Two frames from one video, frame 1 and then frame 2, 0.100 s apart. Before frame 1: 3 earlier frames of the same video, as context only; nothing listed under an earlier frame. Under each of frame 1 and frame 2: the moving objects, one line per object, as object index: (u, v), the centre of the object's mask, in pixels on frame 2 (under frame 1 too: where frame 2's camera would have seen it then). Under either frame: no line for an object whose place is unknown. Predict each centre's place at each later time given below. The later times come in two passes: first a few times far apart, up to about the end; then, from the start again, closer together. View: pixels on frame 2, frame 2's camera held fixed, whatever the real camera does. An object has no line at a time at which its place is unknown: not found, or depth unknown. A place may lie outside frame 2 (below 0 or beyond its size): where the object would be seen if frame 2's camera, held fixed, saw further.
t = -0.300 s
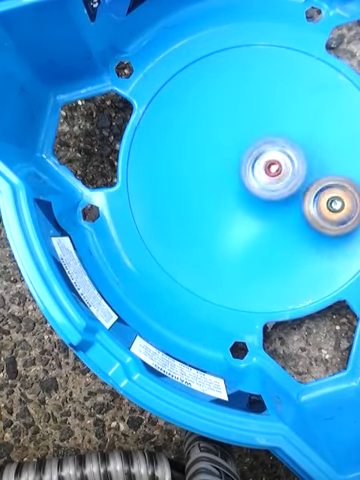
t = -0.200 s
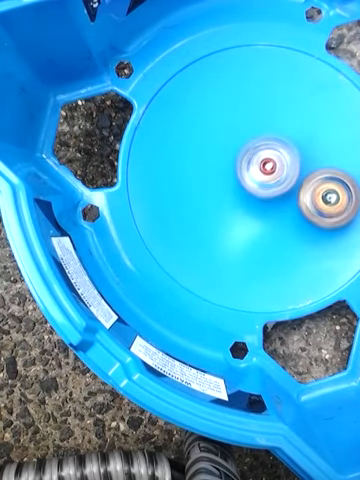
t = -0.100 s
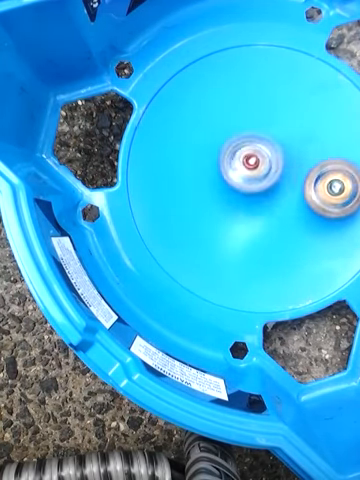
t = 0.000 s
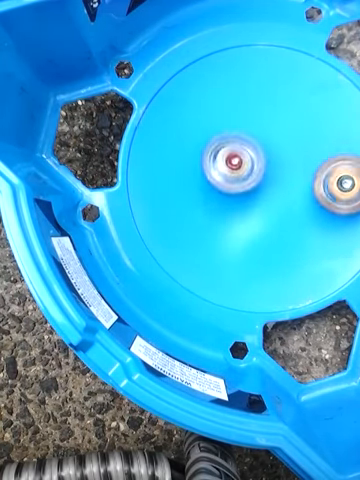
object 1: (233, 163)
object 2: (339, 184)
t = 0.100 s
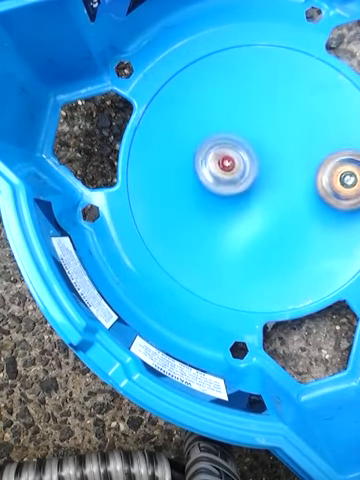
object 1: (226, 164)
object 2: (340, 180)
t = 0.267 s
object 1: (232, 163)
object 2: (328, 167)
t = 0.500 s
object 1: (227, 165)
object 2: (305, 139)
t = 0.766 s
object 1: (236, 181)
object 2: (308, 116)
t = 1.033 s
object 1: (246, 194)
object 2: (332, 142)
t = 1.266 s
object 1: (224, 199)
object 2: (303, 160)
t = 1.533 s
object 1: (216, 190)
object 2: (273, 152)
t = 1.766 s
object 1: (211, 184)
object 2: (296, 140)
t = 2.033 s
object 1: (219, 173)
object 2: (332, 160)
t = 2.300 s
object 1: (241, 180)
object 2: (349, 164)
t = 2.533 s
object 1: (268, 191)
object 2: (327, 168)
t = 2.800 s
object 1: (223, 193)
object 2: (286, 157)
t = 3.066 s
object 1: (213, 161)
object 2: (281, 147)
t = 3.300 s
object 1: (236, 137)
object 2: (308, 158)
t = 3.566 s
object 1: (258, 160)
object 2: (322, 181)
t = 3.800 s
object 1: (247, 165)
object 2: (316, 189)
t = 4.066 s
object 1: (240, 139)
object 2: (331, 190)
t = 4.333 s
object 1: (257, 147)
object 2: (320, 183)
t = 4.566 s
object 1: (240, 165)
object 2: (307, 186)
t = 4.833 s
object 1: (238, 155)
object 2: (302, 185)
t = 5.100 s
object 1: (245, 127)
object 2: (318, 186)
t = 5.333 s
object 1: (255, 146)
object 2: (296, 190)
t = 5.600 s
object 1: (249, 150)
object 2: (294, 178)
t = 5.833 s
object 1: (255, 146)
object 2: (294, 176)
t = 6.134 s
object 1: (252, 147)
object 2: (295, 175)
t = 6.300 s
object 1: (252, 147)
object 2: (295, 175)
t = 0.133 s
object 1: (225, 165)
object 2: (339, 178)
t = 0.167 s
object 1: (226, 165)
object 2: (337, 176)
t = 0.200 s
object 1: (228, 165)
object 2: (335, 174)
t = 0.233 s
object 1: (230, 164)
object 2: (332, 171)
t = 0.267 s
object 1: (232, 163)
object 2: (328, 167)
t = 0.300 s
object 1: (234, 162)
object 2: (323, 164)
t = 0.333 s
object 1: (237, 162)
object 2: (317, 161)
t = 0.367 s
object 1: (239, 161)
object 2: (310, 157)
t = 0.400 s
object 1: (237, 160)
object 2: (307, 152)
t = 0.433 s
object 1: (232, 163)
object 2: (307, 148)
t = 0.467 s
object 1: (228, 164)
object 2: (306, 144)
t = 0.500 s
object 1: (227, 165)
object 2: (305, 139)
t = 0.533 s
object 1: (228, 166)
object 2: (303, 135)
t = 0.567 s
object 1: (230, 165)
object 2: (302, 131)
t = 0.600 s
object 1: (232, 165)
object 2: (301, 128)
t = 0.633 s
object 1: (235, 166)
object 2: (301, 126)
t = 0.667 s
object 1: (239, 167)
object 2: (299, 125)
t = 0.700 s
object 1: (245, 168)
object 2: (298, 125)
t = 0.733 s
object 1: (242, 174)
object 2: (299, 122)
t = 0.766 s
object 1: (236, 181)
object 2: (308, 116)
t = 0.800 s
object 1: (232, 185)
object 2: (315, 113)
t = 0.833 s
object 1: (231, 189)
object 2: (322, 113)
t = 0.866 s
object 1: (231, 192)
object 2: (329, 113)
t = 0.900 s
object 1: (233, 193)
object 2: (333, 115)
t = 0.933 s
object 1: (235, 193)
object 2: (335, 120)
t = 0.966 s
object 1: (238, 193)
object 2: (336, 126)
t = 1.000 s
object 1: (241, 194)
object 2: (335, 135)
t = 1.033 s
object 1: (246, 194)
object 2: (332, 142)
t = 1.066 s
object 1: (250, 193)
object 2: (327, 149)
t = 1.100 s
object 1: (253, 191)
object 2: (320, 155)
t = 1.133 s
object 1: (255, 190)
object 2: (313, 160)
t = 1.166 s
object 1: (245, 195)
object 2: (312, 160)
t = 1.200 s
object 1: (238, 197)
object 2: (310, 160)
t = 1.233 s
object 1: (230, 198)
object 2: (307, 160)
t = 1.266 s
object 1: (224, 199)
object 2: (303, 160)
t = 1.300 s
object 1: (220, 200)
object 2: (300, 159)
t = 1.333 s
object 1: (217, 199)
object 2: (296, 159)
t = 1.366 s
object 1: (213, 200)
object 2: (292, 158)
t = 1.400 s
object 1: (212, 199)
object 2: (288, 157)
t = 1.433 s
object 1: (213, 197)
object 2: (284, 156)
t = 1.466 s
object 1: (212, 193)
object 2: (279, 155)
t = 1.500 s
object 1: (213, 192)
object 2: (275, 154)
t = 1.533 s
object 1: (216, 190)
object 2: (273, 152)
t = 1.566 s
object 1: (215, 187)
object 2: (272, 151)
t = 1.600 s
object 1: (211, 186)
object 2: (272, 148)
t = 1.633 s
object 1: (207, 190)
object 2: (278, 143)
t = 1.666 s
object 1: (204, 189)
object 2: (282, 142)
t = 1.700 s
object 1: (205, 188)
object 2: (286, 140)
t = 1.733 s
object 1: (208, 187)
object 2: (291, 139)
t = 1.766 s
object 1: (211, 184)
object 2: (296, 140)
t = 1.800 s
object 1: (216, 183)
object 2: (299, 142)
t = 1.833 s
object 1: (223, 181)
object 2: (302, 146)
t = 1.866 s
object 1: (227, 179)
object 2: (302, 149)
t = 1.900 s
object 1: (234, 178)
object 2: (303, 153)
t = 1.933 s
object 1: (241, 175)
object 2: (303, 159)
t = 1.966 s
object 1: (229, 175)
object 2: (314, 159)
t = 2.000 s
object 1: (223, 175)
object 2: (326, 161)
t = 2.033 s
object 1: (219, 173)
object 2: (332, 160)
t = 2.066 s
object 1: (222, 172)
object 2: (335, 161)
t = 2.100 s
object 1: (225, 172)
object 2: (338, 163)
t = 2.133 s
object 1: (228, 173)
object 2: (342, 163)
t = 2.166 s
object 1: (230, 173)
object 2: (344, 163)
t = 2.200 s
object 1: (232, 175)
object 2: (347, 163)
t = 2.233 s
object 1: (235, 177)
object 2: (348, 164)
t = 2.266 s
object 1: (237, 178)
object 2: (348, 164)
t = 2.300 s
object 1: (241, 180)
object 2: (349, 164)
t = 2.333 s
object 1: (245, 182)
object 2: (348, 166)
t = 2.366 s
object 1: (248, 184)
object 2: (347, 165)
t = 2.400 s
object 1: (256, 188)
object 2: (343, 166)
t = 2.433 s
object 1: (261, 190)
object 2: (339, 168)
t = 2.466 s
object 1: (264, 190)
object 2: (336, 168)
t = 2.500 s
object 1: (269, 192)
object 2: (332, 168)
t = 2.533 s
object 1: (268, 191)
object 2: (327, 168)
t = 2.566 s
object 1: (259, 195)
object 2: (325, 167)
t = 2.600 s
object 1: (256, 195)
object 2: (319, 165)
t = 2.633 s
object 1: (251, 196)
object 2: (312, 165)
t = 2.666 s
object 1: (249, 196)
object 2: (307, 164)
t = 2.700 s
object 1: (240, 196)
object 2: (301, 161)
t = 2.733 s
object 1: (234, 196)
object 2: (294, 160)
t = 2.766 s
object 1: (226, 195)
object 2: (291, 159)
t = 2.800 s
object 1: (223, 193)
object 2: (286, 157)
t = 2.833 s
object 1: (218, 191)
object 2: (280, 156)
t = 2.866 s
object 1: (216, 188)
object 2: (275, 155)
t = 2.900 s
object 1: (212, 183)
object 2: (270, 153)
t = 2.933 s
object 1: (210, 181)
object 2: (269, 151)
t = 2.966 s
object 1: (206, 177)
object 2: (271, 148)
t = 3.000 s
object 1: (207, 171)
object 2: (274, 147)
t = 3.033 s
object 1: (209, 166)
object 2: (277, 146)
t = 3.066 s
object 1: (213, 161)
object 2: (281, 147)
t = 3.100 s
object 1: (215, 155)
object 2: (285, 146)
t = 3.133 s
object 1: (220, 150)
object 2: (288, 148)
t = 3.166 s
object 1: (225, 149)
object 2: (293, 150)
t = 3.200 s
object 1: (230, 146)
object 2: (296, 151)
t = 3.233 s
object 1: (233, 141)
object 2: (301, 155)
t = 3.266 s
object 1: (232, 140)
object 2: (306, 155)
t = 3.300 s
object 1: (236, 137)
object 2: (308, 158)
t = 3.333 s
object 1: (240, 140)
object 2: (313, 161)
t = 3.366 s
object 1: (244, 143)
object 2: (318, 165)
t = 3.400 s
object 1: (249, 147)
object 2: (319, 169)
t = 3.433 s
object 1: (252, 150)
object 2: (321, 173)
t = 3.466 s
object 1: (257, 154)
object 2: (320, 175)
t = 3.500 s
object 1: (259, 156)
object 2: (322, 179)
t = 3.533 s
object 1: (258, 158)
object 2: (322, 179)
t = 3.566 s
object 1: (258, 160)
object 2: (322, 181)
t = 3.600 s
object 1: (256, 162)
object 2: (323, 184)
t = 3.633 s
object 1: (256, 164)
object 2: (322, 185)
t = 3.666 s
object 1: (255, 165)
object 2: (322, 187)
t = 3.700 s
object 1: (255, 166)
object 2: (320, 187)
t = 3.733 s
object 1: (254, 167)
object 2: (318, 189)
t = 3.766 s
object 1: (253, 168)
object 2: (317, 189)
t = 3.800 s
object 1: (247, 165)
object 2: (316, 189)
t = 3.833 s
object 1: (239, 159)
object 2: (322, 191)
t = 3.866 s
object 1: (235, 154)
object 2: (324, 192)
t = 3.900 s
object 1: (233, 152)
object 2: (323, 192)
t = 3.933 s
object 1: (234, 150)
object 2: (325, 195)
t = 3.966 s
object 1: (234, 149)
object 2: (329, 195)
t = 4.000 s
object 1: (234, 145)
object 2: (330, 193)
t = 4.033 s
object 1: (236, 142)
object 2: (331, 192)
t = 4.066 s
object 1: (240, 139)
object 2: (331, 190)
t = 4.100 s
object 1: (243, 139)
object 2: (331, 188)
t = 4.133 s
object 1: (247, 140)
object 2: (330, 187)
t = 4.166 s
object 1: (252, 141)
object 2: (329, 187)
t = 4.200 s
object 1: (255, 142)
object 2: (328, 185)
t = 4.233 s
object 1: (258, 146)
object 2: (322, 183)
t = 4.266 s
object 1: (260, 149)
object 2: (317, 183)
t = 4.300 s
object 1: (258, 148)
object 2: (318, 184)
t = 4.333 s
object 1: (257, 147)
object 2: (320, 183)
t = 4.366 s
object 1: (255, 150)
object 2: (318, 180)
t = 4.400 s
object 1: (253, 153)
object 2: (313, 181)
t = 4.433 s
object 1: (251, 156)
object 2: (311, 186)
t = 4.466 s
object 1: (247, 161)
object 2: (313, 188)
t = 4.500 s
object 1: (243, 163)
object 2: (315, 187)
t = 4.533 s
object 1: (242, 164)
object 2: (313, 185)
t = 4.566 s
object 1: (240, 165)
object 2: (307, 186)
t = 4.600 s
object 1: (239, 165)
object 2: (305, 191)
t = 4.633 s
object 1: (239, 166)
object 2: (306, 194)
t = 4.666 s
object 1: (240, 166)
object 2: (309, 193)
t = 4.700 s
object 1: (242, 167)
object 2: (308, 189)
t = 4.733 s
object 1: (241, 168)
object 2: (305, 187)
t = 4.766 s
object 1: (235, 164)
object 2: (305, 186)
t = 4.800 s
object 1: (234, 159)
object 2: (305, 185)
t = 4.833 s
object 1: (238, 155)
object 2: (302, 185)
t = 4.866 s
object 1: (242, 156)
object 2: (298, 186)
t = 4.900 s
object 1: (245, 156)
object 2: (295, 190)
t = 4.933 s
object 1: (244, 151)
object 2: (299, 195)
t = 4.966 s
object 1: (238, 145)
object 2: (309, 202)
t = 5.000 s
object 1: (234, 137)
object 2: (318, 202)
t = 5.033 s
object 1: (236, 130)
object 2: (322, 197)
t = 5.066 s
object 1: (240, 126)
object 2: (322, 191)
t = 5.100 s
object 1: (245, 127)
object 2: (318, 186)
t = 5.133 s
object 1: (250, 133)
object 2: (312, 184)
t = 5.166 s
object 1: (253, 140)
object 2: (305, 183)
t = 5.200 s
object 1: (256, 144)
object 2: (300, 184)
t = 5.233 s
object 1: (259, 147)
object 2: (297, 186)
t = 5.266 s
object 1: (257, 149)
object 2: (297, 188)
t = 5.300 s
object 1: (256, 148)
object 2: (296, 189)
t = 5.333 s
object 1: (255, 146)
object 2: (296, 190)
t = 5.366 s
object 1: (254, 145)
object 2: (296, 190)
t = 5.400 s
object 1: (256, 145)
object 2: (295, 189)
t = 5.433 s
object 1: (255, 146)
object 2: (294, 187)
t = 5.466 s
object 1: (254, 147)
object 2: (294, 186)
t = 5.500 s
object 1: (251, 148)
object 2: (293, 183)
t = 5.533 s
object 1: (250, 149)
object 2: (293, 181)
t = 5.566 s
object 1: (249, 150)
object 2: (293, 180)
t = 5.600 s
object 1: (249, 150)
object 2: (294, 178)
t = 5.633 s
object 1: (248, 150)
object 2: (294, 176)
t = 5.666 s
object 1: (249, 149)
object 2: (295, 173)
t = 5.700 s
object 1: (250, 148)
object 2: (296, 172)
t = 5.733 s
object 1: (251, 147)
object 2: (296, 173)
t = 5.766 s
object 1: (254, 146)
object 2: (295, 174)
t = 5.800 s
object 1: (255, 146)
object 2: (294, 176)
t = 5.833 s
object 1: (255, 146)
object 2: (294, 176)
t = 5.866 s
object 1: (254, 147)
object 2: (295, 175)
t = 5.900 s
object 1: (252, 147)
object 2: (295, 175)
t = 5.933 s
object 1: (252, 148)
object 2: (295, 175)
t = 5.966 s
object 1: (252, 147)
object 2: (295, 175)
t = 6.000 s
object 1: (253, 147)
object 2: (295, 175)
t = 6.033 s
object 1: (253, 147)
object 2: (295, 175)
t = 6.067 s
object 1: (252, 147)
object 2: (295, 175)
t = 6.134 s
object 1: (252, 147)
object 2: (295, 175)
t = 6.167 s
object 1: (252, 147)
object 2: (295, 175)
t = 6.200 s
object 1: (252, 147)
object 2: (295, 175)
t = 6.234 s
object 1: (252, 147)
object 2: (295, 175)
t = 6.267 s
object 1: (252, 147)
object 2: (295, 175)
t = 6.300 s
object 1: (252, 147)
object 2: (295, 175)
